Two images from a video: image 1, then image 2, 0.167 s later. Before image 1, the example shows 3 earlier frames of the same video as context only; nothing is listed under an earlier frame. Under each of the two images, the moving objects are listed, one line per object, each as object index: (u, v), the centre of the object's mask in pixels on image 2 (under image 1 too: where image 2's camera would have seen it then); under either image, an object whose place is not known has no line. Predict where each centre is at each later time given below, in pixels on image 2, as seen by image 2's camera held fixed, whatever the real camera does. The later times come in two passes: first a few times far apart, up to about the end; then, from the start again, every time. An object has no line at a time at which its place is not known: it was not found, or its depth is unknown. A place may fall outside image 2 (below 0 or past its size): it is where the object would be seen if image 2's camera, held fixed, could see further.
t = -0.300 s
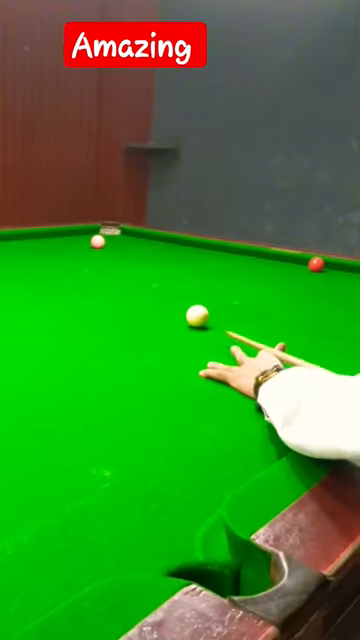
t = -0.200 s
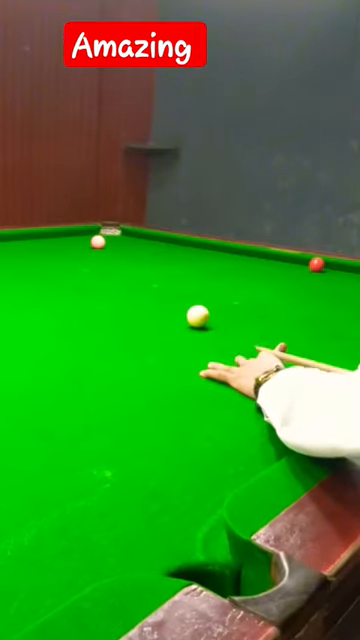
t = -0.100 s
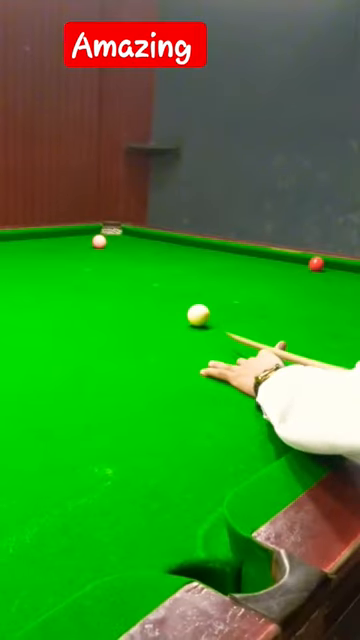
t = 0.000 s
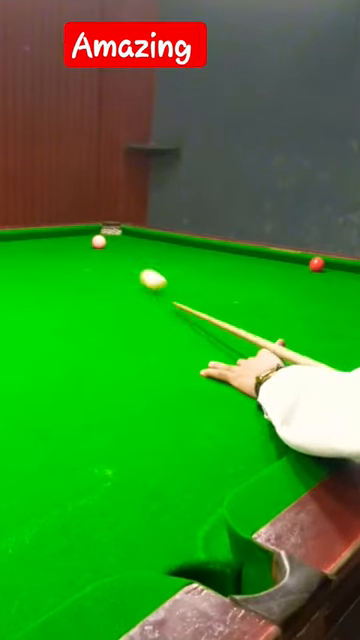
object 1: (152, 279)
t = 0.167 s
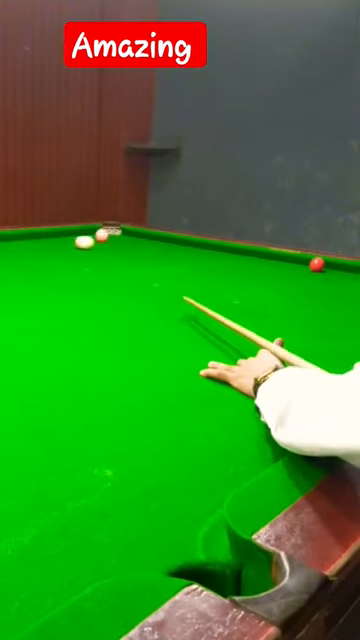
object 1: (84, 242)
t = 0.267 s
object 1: (49, 239)
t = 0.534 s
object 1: (8, 242)
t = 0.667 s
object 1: (5, 249)
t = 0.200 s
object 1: (72, 241)
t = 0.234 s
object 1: (60, 240)
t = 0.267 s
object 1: (49, 239)
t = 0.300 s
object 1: (39, 238)
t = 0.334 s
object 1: (28, 236)
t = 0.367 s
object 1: (18, 235)
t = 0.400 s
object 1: (15, 236)
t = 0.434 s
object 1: (14, 238)
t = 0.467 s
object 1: (12, 239)
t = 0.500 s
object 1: (10, 241)
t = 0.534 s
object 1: (8, 242)
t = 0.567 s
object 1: (7, 244)
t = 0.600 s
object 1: (7, 245)
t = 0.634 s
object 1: (5, 247)
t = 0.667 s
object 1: (5, 249)
